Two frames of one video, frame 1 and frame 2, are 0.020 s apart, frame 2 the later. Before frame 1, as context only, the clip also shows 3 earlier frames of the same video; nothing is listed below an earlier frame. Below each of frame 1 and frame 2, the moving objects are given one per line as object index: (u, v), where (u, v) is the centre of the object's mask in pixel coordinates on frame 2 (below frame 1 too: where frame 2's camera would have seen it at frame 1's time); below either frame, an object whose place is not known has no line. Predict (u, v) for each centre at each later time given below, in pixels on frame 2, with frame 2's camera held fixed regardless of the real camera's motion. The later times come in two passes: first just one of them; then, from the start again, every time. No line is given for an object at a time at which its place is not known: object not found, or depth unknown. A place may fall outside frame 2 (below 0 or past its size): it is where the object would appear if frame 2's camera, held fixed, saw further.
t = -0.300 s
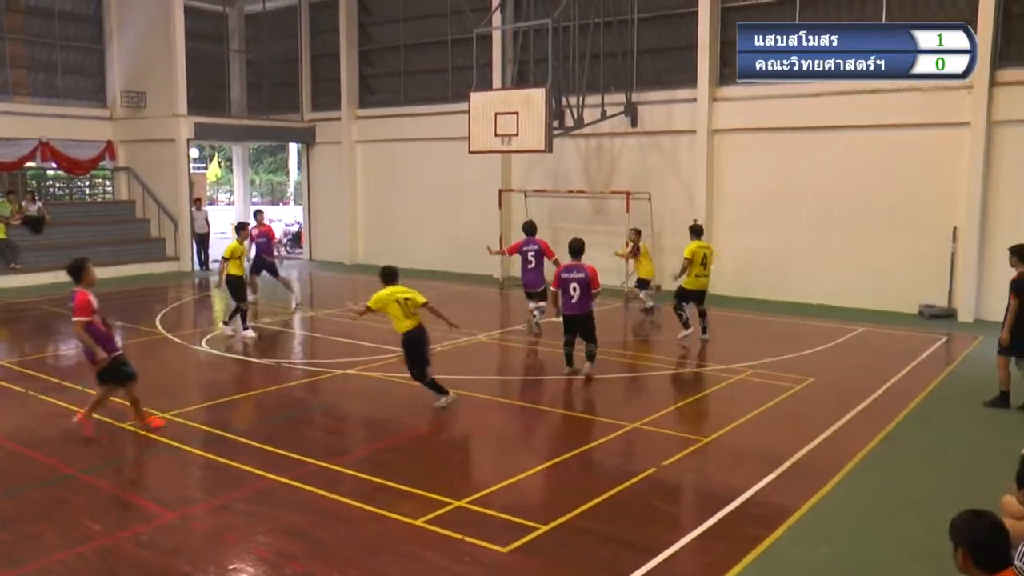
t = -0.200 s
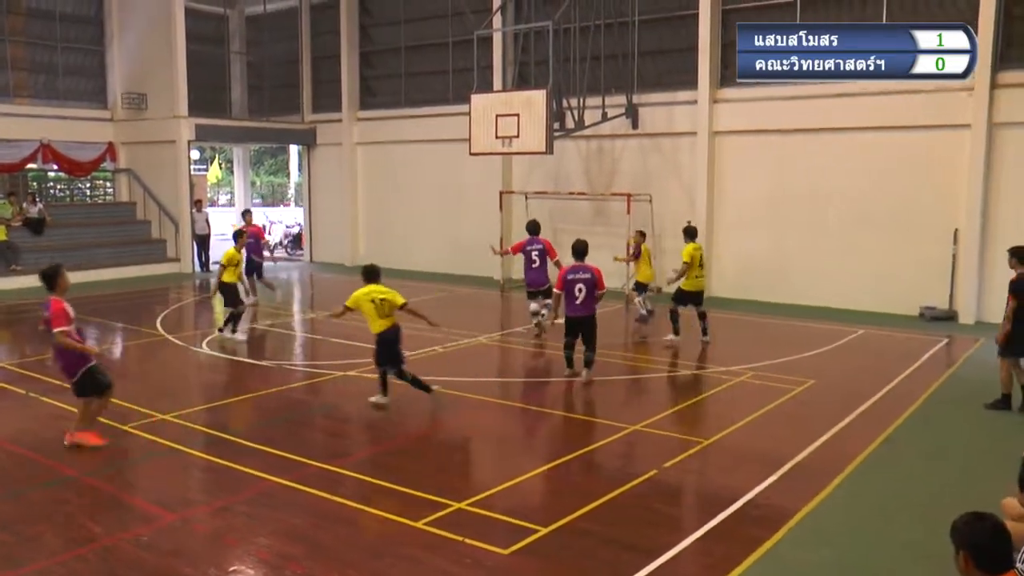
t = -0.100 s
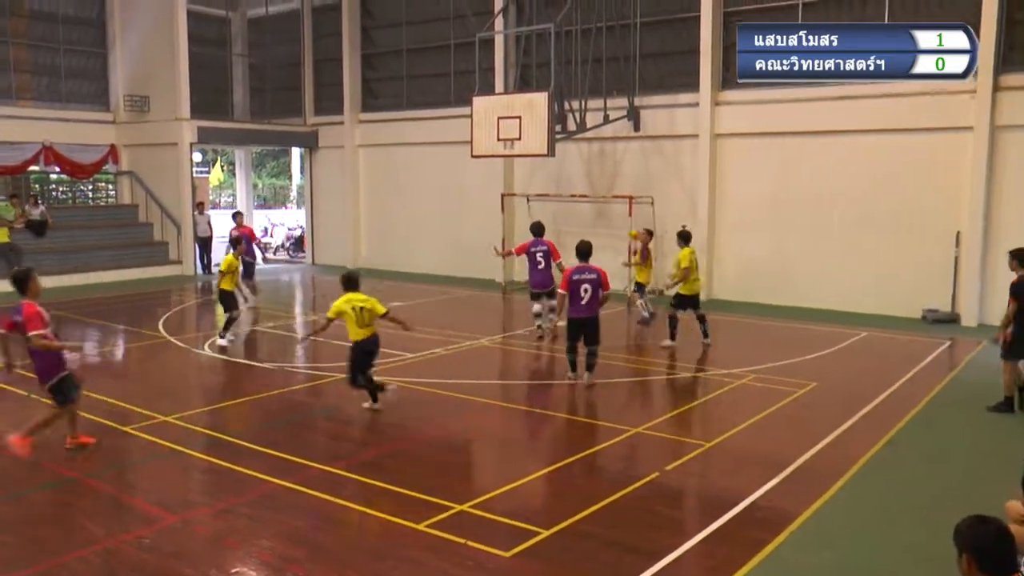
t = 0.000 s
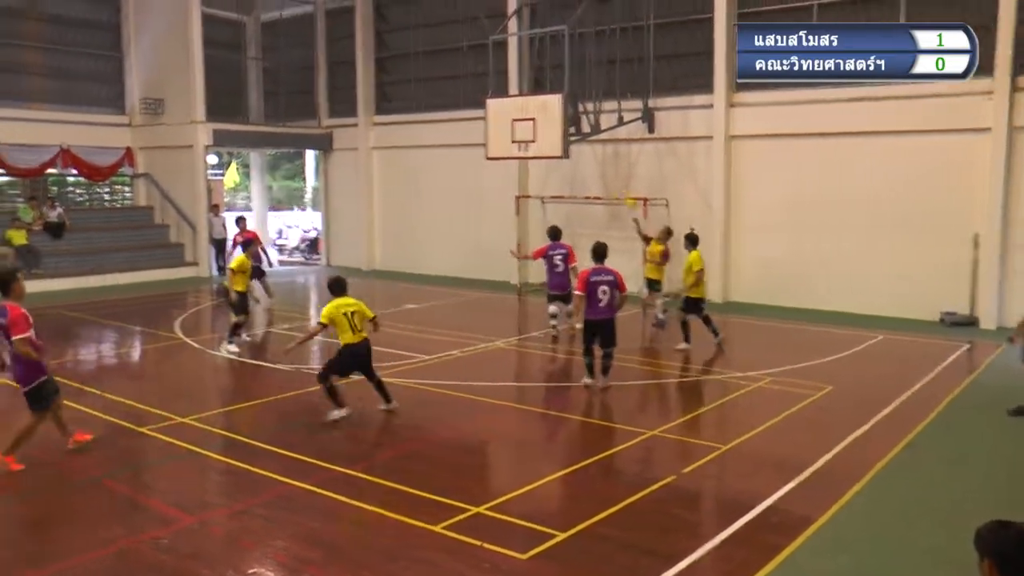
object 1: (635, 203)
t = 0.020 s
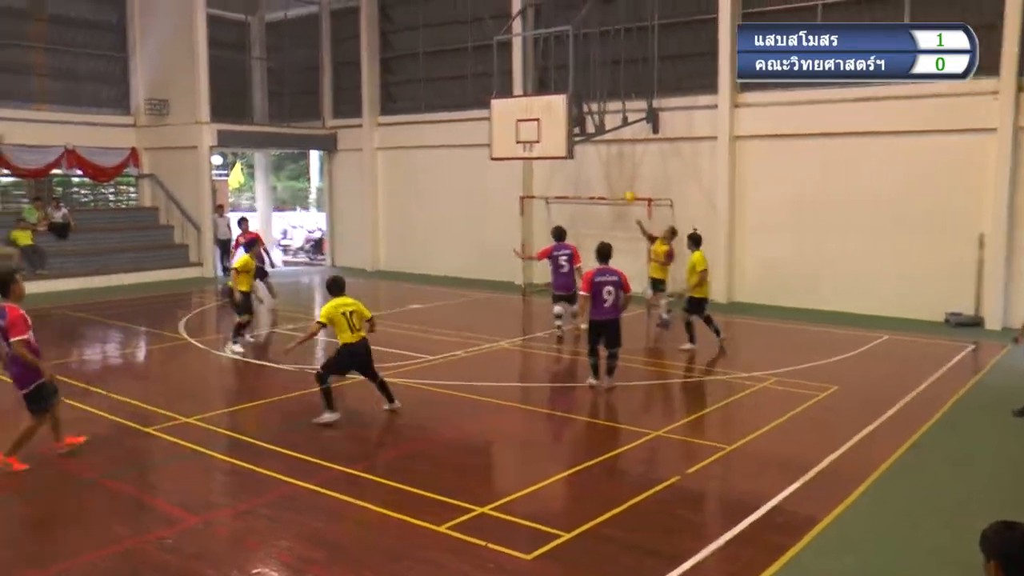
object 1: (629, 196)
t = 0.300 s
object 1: (540, 108)
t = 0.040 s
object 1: (623, 189)
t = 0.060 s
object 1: (618, 183)
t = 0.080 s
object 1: (612, 174)
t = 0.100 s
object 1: (606, 170)
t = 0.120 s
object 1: (600, 162)
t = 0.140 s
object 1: (594, 156)
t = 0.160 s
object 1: (587, 148)
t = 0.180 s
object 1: (580, 142)
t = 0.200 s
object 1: (574, 135)
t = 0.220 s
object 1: (568, 131)
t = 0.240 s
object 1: (561, 125)
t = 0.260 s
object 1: (554, 119)
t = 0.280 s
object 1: (547, 114)
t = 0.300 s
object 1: (540, 108)
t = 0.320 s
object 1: (533, 103)
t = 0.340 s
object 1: (525, 98)
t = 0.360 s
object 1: (516, 94)
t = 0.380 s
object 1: (509, 89)
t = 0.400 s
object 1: (501, 85)
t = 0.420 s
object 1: (493, 81)
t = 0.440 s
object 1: (484, 77)
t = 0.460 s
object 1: (476, 73)
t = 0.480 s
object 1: (467, 70)
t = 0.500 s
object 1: (459, 67)
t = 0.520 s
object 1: (450, 65)
